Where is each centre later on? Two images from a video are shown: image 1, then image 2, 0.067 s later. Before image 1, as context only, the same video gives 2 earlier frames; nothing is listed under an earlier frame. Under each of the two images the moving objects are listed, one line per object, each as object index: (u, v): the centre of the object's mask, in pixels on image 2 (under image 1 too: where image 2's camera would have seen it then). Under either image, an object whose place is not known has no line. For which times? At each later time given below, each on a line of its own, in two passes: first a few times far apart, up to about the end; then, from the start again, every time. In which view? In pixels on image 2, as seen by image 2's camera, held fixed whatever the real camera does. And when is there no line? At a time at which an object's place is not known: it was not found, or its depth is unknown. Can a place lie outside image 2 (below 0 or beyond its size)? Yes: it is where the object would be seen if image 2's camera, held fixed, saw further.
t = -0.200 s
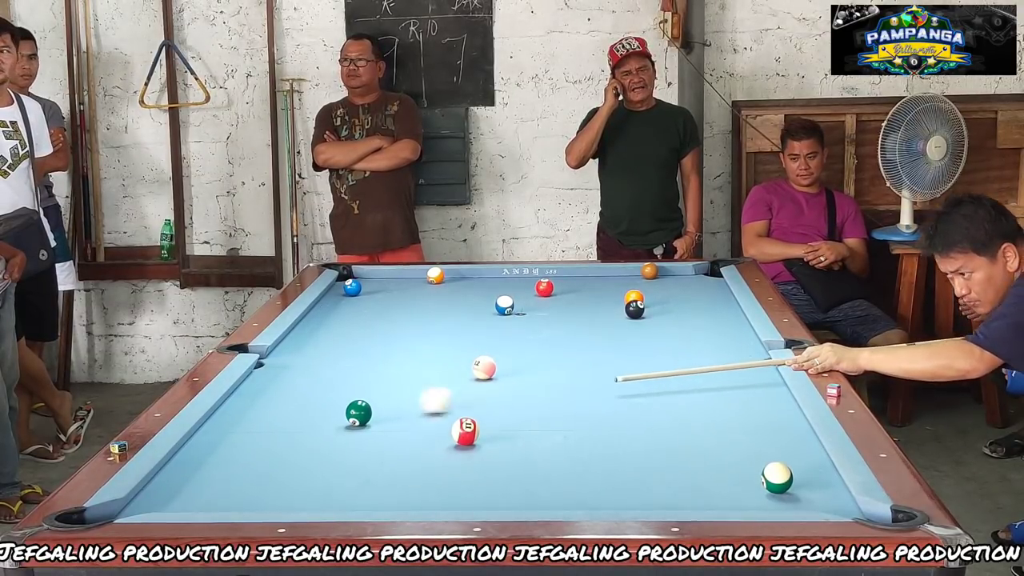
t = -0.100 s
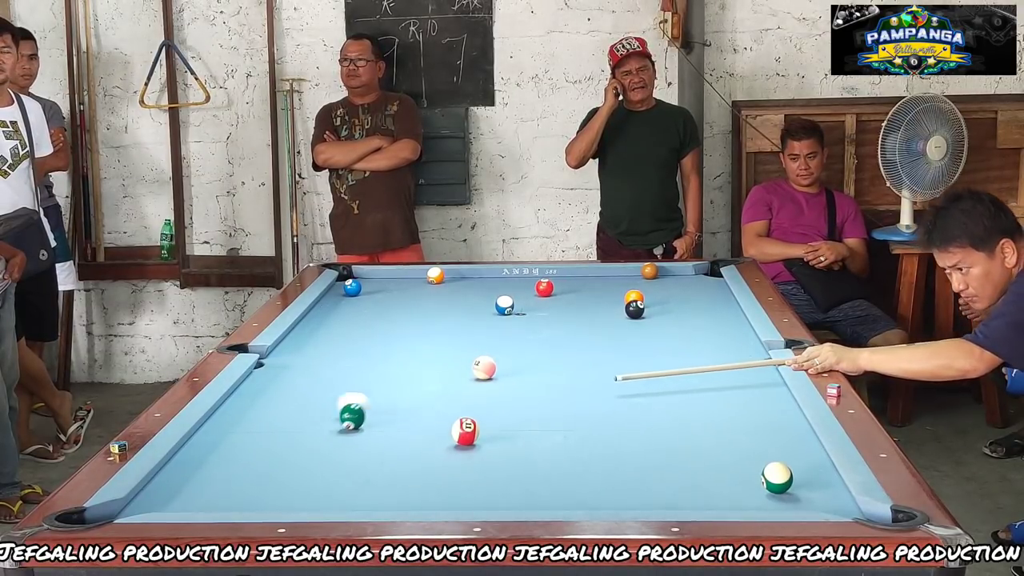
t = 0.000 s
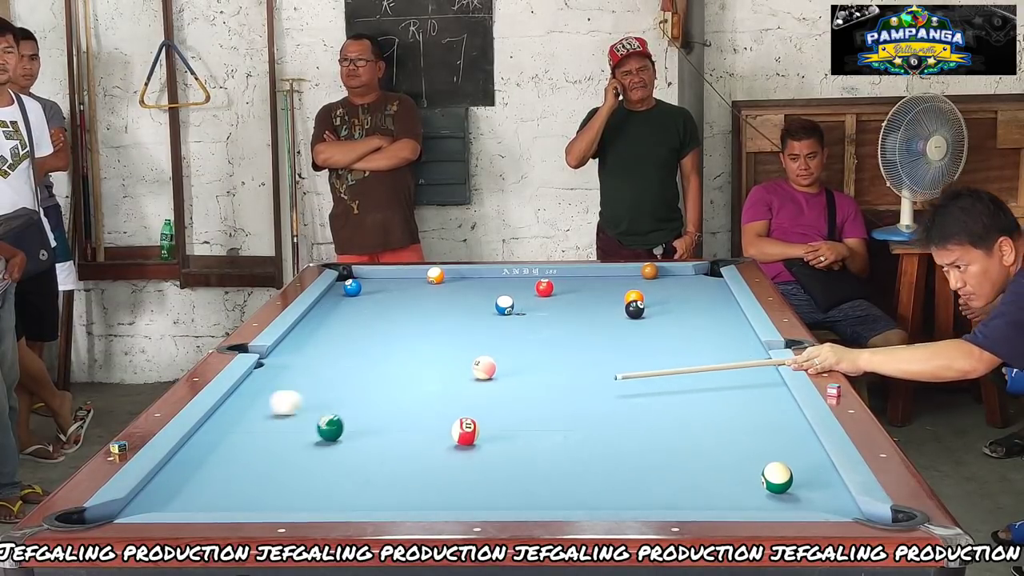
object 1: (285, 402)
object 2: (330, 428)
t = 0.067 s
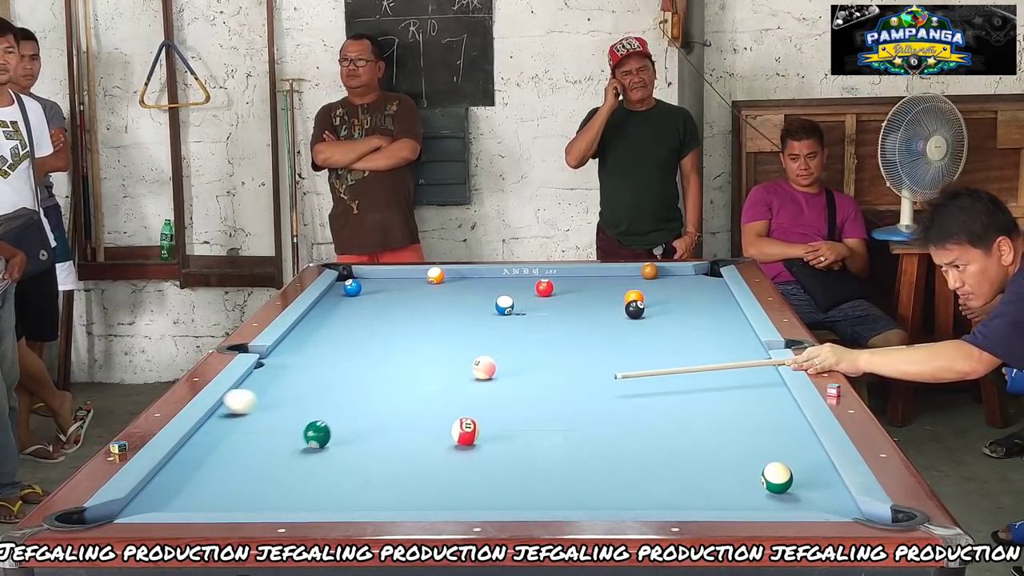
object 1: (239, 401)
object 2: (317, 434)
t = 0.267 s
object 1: (310, 396)
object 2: (276, 455)
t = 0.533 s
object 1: (410, 389)
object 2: (218, 485)
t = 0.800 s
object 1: (505, 382)
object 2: (160, 505)
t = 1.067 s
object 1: (594, 376)
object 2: (144, 497)
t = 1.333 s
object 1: (677, 370)
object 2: (167, 487)
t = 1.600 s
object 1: (756, 365)
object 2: (188, 479)
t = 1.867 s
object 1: (724, 363)
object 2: (207, 472)
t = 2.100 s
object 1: (690, 361)
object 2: (221, 467)
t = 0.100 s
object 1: (238, 400)
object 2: (310, 438)
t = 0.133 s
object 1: (254, 400)
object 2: (304, 441)
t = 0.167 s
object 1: (270, 399)
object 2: (297, 444)
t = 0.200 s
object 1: (283, 398)
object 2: (290, 448)
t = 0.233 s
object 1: (297, 397)
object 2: (283, 451)
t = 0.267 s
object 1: (310, 396)
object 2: (276, 455)
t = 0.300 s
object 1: (323, 395)
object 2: (269, 459)
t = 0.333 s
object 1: (336, 394)
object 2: (262, 462)
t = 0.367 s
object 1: (349, 393)
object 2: (255, 466)
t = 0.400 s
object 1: (361, 392)
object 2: (248, 470)
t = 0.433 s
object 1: (374, 391)
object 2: (241, 473)
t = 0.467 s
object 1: (386, 390)
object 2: (233, 477)
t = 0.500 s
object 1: (398, 389)
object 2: (225, 481)
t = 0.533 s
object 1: (410, 389)
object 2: (218, 485)
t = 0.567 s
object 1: (423, 387)
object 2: (210, 489)
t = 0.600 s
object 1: (435, 387)
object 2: (203, 493)
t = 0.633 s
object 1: (446, 386)
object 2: (194, 497)
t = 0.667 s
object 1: (458, 385)
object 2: (187, 500)
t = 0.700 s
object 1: (470, 384)
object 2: (178, 502)
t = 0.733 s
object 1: (481, 383)
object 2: (171, 504)
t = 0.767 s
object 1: (494, 383)
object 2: (163, 506)
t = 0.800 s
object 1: (505, 382)
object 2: (160, 505)
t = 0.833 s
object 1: (517, 381)
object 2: (158, 504)
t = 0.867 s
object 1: (528, 380)
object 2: (155, 503)
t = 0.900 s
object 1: (539, 380)
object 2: (153, 502)
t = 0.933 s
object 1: (550, 379)
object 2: (150, 501)
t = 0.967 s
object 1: (561, 378)
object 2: (148, 500)
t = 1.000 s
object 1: (572, 377)
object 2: (146, 500)
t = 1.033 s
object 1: (583, 377)
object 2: (144, 499)
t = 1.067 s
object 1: (594, 376)
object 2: (144, 497)
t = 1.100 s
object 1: (605, 375)
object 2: (147, 496)
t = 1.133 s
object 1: (615, 374)
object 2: (150, 495)
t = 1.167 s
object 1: (625, 374)
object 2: (153, 494)
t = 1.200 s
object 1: (636, 373)
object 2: (155, 492)
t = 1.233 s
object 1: (646, 372)
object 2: (158, 491)
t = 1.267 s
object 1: (657, 371)
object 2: (161, 490)
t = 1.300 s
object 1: (667, 371)
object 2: (164, 488)
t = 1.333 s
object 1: (677, 370)
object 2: (167, 487)
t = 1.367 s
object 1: (687, 370)
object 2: (170, 486)
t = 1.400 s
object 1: (697, 369)
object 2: (173, 485)
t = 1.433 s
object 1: (707, 368)
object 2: (175, 484)
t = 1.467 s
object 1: (717, 368)
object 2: (178, 483)
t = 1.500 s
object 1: (727, 367)
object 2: (181, 482)
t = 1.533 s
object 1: (736, 366)
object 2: (183, 481)
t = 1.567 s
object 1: (746, 366)
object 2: (186, 480)
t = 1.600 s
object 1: (756, 365)
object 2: (188, 479)
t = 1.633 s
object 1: (761, 364)
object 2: (191, 478)
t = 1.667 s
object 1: (755, 364)
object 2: (193, 477)
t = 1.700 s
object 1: (749, 364)
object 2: (196, 476)
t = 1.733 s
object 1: (744, 364)
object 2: (198, 476)
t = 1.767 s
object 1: (739, 363)
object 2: (200, 475)
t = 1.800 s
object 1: (734, 363)
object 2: (202, 474)
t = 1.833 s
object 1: (729, 363)
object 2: (205, 473)
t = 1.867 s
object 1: (724, 363)
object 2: (207, 472)
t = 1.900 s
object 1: (719, 363)
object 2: (209, 472)
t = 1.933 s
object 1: (714, 362)
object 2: (211, 471)
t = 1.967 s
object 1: (709, 362)
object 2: (213, 470)
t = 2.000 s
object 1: (704, 362)
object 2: (215, 469)
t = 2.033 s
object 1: (699, 362)
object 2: (217, 468)
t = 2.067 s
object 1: (695, 362)
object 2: (219, 468)
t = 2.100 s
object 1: (690, 361)
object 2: (221, 467)
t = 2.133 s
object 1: (685, 361)
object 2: (222, 466)
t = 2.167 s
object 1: (681, 361)
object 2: (224, 466)
